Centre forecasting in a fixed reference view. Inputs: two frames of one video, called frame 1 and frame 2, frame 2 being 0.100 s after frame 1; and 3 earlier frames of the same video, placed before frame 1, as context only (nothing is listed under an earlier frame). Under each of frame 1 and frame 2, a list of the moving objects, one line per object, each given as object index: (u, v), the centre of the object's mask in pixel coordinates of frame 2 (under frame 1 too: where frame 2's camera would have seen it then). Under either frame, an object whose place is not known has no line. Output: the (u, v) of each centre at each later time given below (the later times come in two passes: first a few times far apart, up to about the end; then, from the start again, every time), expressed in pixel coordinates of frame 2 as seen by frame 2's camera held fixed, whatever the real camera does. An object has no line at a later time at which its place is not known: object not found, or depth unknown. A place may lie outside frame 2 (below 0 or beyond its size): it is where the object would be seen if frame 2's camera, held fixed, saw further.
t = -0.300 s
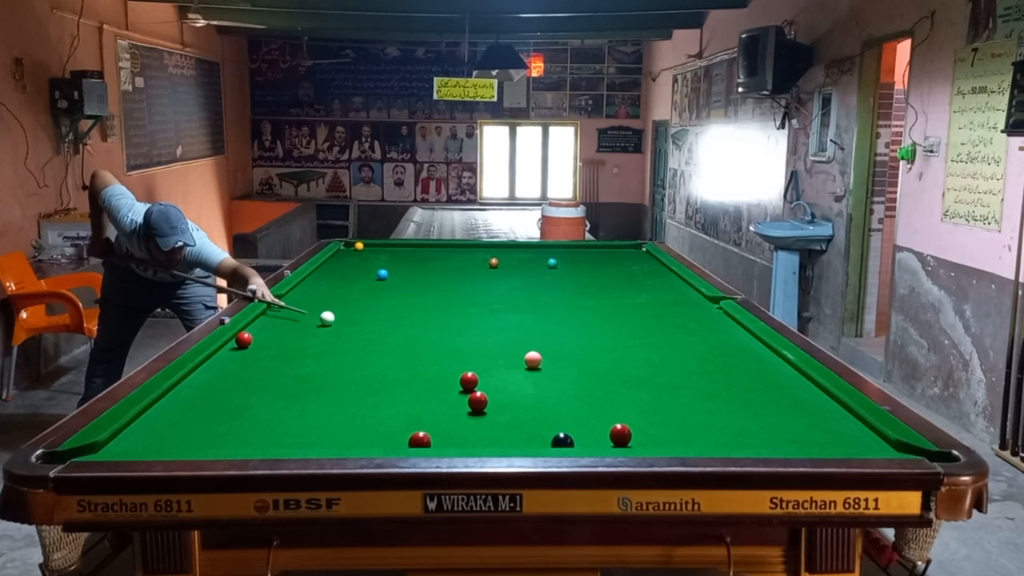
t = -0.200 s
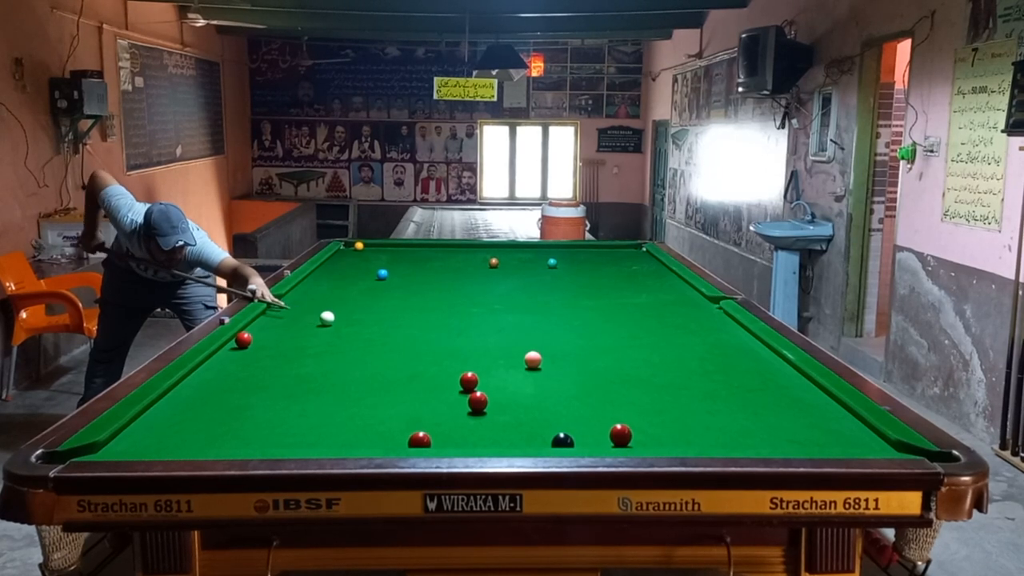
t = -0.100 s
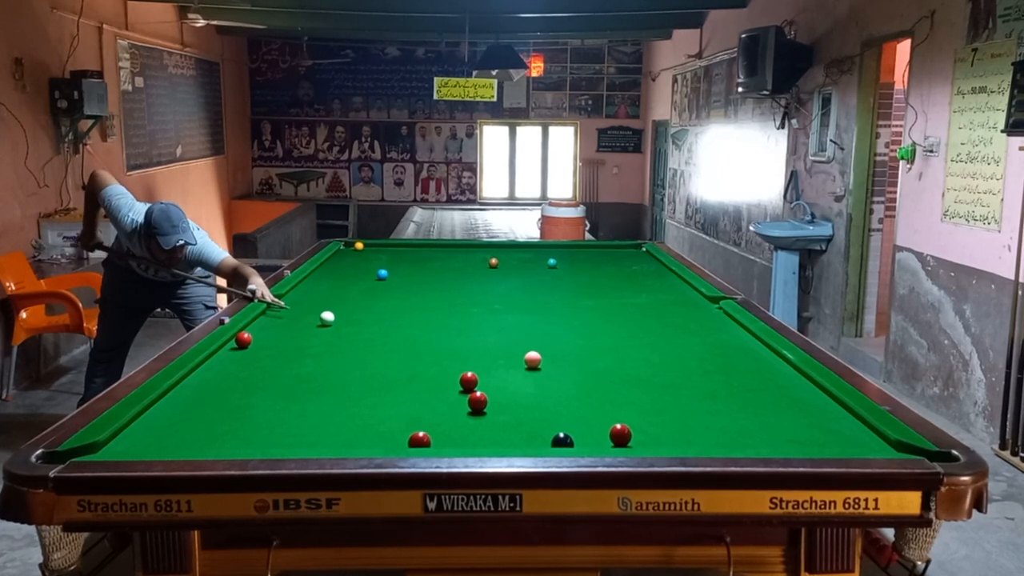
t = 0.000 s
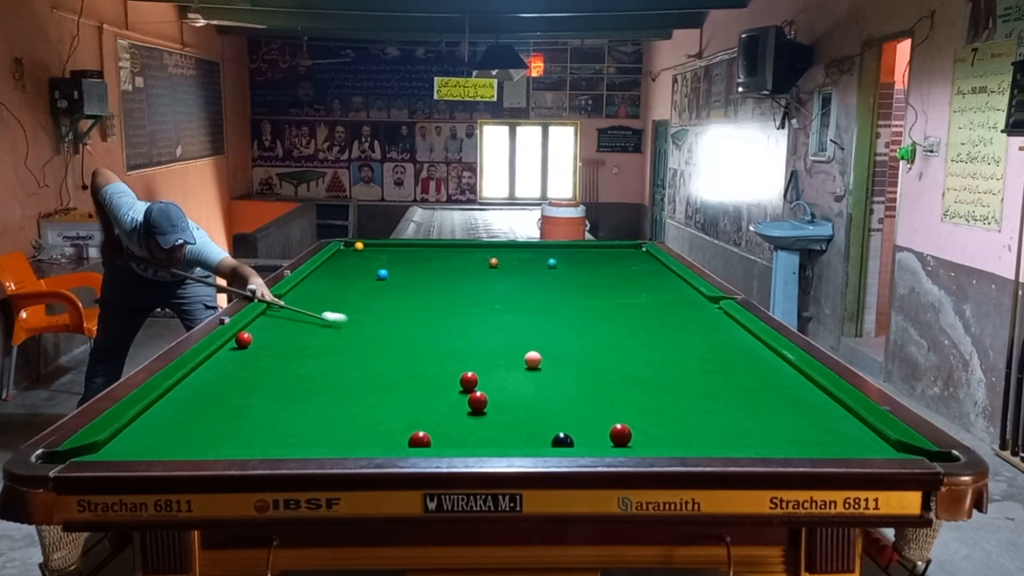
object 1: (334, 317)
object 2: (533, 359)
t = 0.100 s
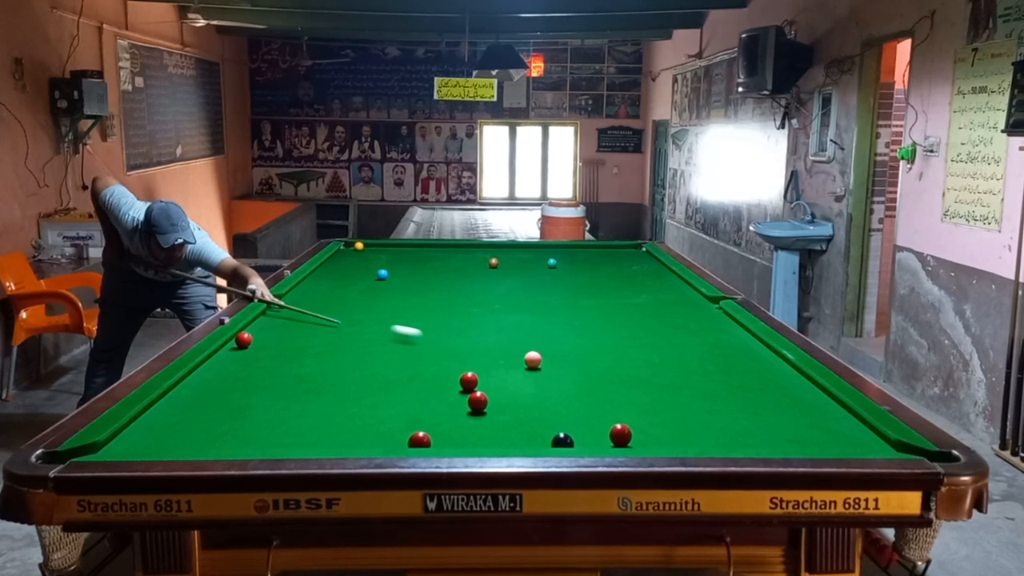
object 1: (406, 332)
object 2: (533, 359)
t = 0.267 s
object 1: (520, 355)
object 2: (546, 360)
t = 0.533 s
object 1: (538, 355)
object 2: (734, 405)
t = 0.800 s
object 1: (554, 354)
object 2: (901, 448)
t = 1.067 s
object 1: (567, 353)
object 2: (862, 444)
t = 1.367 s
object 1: (579, 353)
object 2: (823, 440)
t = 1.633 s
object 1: (588, 352)
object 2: (794, 437)
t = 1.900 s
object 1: (593, 353)
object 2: (769, 434)
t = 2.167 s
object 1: (596, 352)
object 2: (749, 431)
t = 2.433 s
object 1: (597, 353)
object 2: (733, 429)
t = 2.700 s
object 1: (597, 353)
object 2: (721, 428)
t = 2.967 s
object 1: (597, 353)
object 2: (713, 427)
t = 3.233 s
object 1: (597, 353)
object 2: (709, 427)
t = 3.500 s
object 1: (597, 353)
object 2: (709, 427)
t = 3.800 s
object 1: (597, 353)
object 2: (709, 427)
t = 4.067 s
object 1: (597, 353)
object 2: (709, 427)
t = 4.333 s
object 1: (597, 353)
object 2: (710, 427)
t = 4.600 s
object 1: (597, 352)
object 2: (710, 427)
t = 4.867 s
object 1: (597, 353)
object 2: (709, 427)
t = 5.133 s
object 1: (597, 353)
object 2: (709, 427)
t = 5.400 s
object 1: (597, 353)
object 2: (710, 427)
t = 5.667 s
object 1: (597, 352)
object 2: (710, 427)
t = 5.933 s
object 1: (597, 352)
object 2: (709, 427)
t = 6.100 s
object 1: (597, 353)
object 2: (709, 427)
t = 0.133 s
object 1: (431, 336)
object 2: (533, 359)
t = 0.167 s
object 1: (457, 340)
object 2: (533, 359)
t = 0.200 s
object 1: (482, 345)
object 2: (533, 359)
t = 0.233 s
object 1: (510, 351)
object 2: (533, 359)
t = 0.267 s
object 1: (520, 355)
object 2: (546, 360)
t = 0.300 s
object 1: (522, 355)
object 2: (570, 366)
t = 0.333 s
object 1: (524, 355)
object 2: (593, 372)
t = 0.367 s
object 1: (527, 355)
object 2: (617, 377)
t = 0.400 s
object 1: (529, 355)
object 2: (641, 383)
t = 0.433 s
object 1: (531, 355)
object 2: (664, 389)
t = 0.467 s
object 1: (533, 355)
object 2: (688, 394)
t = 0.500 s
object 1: (536, 355)
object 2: (711, 400)
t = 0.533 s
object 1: (538, 355)
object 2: (734, 405)
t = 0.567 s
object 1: (540, 354)
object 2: (757, 411)
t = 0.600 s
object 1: (542, 354)
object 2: (781, 417)
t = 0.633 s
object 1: (544, 354)
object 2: (806, 423)
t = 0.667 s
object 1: (546, 354)
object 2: (832, 429)
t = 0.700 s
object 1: (548, 354)
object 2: (859, 436)
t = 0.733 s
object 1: (550, 354)
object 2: (885, 441)
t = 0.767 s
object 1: (552, 354)
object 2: (895, 446)
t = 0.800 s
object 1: (554, 354)
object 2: (901, 448)
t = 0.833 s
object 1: (555, 354)
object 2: (903, 447)
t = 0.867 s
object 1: (557, 353)
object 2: (898, 446)
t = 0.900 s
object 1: (559, 353)
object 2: (891, 446)
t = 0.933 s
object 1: (561, 353)
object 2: (884, 445)
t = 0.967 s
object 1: (562, 353)
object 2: (877, 446)
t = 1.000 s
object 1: (564, 353)
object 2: (871, 445)
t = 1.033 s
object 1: (566, 353)
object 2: (867, 445)
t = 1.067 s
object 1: (567, 353)
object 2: (862, 444)
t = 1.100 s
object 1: (569, 353)
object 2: (857, 443)
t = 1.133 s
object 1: (570, 353)
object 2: (853, 443)
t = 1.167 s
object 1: (572, 353)
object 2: (848, 443)
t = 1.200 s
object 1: (573, 353)
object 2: (844, 442)
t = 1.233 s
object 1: (574, 353)
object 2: (839, 442)
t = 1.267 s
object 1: (576, 353)
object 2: (835, 441)
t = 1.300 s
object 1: (577, 353)
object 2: (831, 441)
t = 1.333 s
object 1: (578, 353)
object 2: (827, 440)
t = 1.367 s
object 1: (579, 353)
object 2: (823, 440)
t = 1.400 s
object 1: (581, 352)
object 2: (819, 440)
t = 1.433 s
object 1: (582, 352)
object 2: (815, 439)
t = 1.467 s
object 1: (583, 352)
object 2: (811, 439)
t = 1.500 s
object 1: (584, 352)
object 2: (808, 438)
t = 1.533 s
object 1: (585, 352)
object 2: (804, 438)
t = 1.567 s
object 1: (586, 352)
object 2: (801, 438)
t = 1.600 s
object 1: (587, 352)
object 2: (797, 437)
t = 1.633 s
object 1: (588, 352)
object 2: (794, 437)
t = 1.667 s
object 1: (589, 352)
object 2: (790, 436)
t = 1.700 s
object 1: (589, 352)
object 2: (787, 436)
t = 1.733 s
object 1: (590, 352)
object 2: (784, 436)
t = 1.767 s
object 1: (591, 352)
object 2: (781, 435)
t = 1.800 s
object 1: (591, 352)
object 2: (778, 435)
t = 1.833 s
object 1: (592, 352)
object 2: (775, 435)
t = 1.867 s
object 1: (593, 353)
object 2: (772, 434)
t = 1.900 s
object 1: (593, 353)
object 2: (769, 434)
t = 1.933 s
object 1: (594, 353)
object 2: (766, 433)
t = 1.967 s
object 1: (594, 353)
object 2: (763, 433)
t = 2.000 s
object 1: (595, 353)
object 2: (761, 433)
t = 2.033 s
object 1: (595, 352)
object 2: (758, 432)
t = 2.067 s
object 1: (595, 353)
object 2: (756, 432)
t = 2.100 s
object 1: (596, 353)
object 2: (754, 432)
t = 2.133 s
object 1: (596, 353)
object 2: (751, 431)
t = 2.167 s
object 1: (596, 352)
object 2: (749, 431)
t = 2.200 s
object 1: (596, 352)
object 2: (747, 431)
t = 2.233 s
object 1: (597, 352)
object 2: (744, 430)
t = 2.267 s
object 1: (597, 352)
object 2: (742, 430)
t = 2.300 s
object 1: (597, 353)
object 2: (740, 430)
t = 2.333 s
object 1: (597, 353)
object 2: (738, 430)
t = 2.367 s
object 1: (597, 353)
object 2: (737, 429)
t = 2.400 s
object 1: (597, 353)
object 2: (735, 429)
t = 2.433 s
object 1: (597, 353)
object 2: (733, 429)
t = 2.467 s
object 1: (597, 353)
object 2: (731, 429)
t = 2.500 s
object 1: (597, 353)
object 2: (730, 429)
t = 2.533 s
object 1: (597, 353)
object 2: (728, 429)
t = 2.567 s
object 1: (597, 353)
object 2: (727, 429)
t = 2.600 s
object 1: (597, 353)
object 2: (725, 428)
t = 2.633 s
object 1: (597, 353)
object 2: (724, 428)
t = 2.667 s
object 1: (597, 353)
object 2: (722, 428)
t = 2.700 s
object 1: (597, 353)
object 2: (721, 428)
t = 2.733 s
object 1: (597, 353)
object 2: (720, 428)
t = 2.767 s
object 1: (597, 353)
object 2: (719, 428)
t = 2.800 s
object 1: (597, 353)
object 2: (718, 427)
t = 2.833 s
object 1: (597, 353)
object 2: (717, 427)
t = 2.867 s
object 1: (597, 353)
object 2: (716, 427)
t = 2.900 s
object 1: (597, 353)
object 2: (715, 427)
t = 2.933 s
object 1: (597, 353)
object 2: (714, 427)
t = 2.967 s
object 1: (597, 353)
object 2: (713, 427)
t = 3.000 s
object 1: (597, 353)
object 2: (713, 427)
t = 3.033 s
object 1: (597, 353)
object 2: (712, 427)
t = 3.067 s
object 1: (597, 353)
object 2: (712, 427)
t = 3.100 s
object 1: (597, 353)
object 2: (711, 427)
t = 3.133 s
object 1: (597, 353)
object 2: (711, 427)
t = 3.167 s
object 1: (597, 353)
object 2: (710, 427)
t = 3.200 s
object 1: (597, 352)
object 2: (710, 427)
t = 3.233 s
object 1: (597, 353)
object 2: (709, 427)
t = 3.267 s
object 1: (597, 352)
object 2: (709, 427)
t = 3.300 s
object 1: (597, 352)
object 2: (709, 427)
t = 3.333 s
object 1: (597, 352)
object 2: (709, 427)
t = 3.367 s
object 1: (597, 352)
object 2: (709, 427)
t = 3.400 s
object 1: (597, 352)
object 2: (709, 427)
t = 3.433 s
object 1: (597, 353)
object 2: (709, 427)
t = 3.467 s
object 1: (597, 353)
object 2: (709, 427)
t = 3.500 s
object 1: (597, 353)
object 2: (709, 427)
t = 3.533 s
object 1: (597, 353)
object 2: (709, 427)
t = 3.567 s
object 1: (597, 353)
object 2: (710, 427)
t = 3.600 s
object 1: (597, 353)
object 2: (710, 427)
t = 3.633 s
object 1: (597, 353)
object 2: (710, 427)
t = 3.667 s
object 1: (597, 353)
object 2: (710, 427)
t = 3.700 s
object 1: (597, 353)
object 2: (710, 427)
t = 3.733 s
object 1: (597, 353)
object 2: (709, 427)
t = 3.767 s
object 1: (597, 353)
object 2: (709, 427)
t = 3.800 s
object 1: (597, 353)
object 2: (709, 427)
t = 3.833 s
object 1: (597, 353)
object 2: (710, 427)
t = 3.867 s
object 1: (597, 353)
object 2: (709, 427)
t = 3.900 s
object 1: (597, 353)
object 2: (710, 427)
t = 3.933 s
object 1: (597, 353)
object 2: (710, 427)
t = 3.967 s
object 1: (597, 353)
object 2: (710, 427)
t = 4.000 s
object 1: (597, 352)
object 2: (710, 427)
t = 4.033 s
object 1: (597, 352)
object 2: (710, 427)
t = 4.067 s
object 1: (597, 353)
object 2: (709, 427)
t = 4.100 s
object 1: (597, 352)
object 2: (710, 427)
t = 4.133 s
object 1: (597, 353)
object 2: (709, 427)
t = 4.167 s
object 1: (597, 353)
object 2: (709, 427)
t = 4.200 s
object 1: (597, 353)
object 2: (709, 427)
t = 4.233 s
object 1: (597, 353)
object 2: (709, 427)
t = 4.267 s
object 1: (597, 352)
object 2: (710, 427)
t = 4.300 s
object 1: (597, 353)
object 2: (710, 427)
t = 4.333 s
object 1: (597, 353)
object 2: (710, 427)
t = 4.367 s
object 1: (597, 353)
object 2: (710, 427)
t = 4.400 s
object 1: (597, 353)
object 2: (710, 427)
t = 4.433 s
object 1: (597, 353)
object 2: (710, 427)
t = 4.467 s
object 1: (597, 353)
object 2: (710, 427)
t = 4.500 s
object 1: (597, 353)
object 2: (709, 427)
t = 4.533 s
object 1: (597, 353)
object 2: (710, 427)
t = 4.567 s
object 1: (597, 353)
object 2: (710, 427)
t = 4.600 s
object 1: (597, 352)
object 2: (710, 427)
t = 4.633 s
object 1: (597, 353)
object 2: (709, 427)
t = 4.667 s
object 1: (597, 353)
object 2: (709, 427)
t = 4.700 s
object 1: (597, 353)
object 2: (709, 427)
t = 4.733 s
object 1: (597, 353)
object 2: (710, 427)
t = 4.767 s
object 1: (597, 353)
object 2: (709, 427)
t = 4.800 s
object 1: (597, 353)
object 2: (709, 427)
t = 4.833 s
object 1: (597, 353)
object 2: (710, 427)
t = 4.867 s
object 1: (597, 353)
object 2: (709, 427)
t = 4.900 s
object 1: (597, 353)
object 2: (709, 427)
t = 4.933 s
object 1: (597, 353)
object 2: (709, 427)
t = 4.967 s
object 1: (597, 353)
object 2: (709, 427)
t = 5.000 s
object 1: (597, 353)
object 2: (709, 427)
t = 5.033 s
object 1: (597, 353)
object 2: (710, 427)
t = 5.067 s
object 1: (597, 353)
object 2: (710, 427)
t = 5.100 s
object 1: (597, 353)
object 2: (710, 427)
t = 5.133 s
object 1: (597, 353)
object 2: (709, 427)
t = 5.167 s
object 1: (597, 353)
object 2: (709, 427)
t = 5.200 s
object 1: (597, 353)
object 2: (709, 427)
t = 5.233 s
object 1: (597, 352)
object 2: (709, 427)
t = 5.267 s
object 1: (597, 352)
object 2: (709, 427)
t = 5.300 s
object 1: (597, 353)
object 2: (709, 427)
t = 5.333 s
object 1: (597, 352)
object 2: (710, 427)
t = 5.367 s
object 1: (597, 352)
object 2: (710, 427)
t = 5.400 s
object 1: (597, 353)
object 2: (710, 427)
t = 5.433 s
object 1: (597, 353)
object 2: (710, 427)
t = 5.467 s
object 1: (597, 353)
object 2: (710, 427)
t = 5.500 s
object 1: (597, 353)
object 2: (710, 427)
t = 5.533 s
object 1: (597, 353)
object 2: (710, 427)
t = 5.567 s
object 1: (597, 353)
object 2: (710, 427)
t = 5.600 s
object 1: (597, 353)
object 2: (710, 427)
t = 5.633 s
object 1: (597, 353)
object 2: (709, 427)
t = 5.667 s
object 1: (597, 352)
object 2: (710, 427)
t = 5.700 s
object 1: (597, 352)
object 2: (710, 427)
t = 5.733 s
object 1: (597, 352)
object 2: (710, 427)
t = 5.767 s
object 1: (597, 352)
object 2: (709, 427)
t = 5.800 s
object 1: (597, 352)
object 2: (709, 427)
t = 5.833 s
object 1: (597, 352)
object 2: (709, 427)
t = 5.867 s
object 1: (597, 352)
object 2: (710, 427)
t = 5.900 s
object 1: (597, 352)
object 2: (709, 427)
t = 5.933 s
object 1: (597, 352)
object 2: (709, 427)
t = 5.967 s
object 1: (597, 352)
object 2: (709, 427)
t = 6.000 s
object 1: (597, 352)
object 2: (709, 427)
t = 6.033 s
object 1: (597, 353)
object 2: (709, 427)
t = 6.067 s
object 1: (597, 353)
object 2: (709, 427)
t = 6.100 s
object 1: (597, 353)
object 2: (709, 427)
